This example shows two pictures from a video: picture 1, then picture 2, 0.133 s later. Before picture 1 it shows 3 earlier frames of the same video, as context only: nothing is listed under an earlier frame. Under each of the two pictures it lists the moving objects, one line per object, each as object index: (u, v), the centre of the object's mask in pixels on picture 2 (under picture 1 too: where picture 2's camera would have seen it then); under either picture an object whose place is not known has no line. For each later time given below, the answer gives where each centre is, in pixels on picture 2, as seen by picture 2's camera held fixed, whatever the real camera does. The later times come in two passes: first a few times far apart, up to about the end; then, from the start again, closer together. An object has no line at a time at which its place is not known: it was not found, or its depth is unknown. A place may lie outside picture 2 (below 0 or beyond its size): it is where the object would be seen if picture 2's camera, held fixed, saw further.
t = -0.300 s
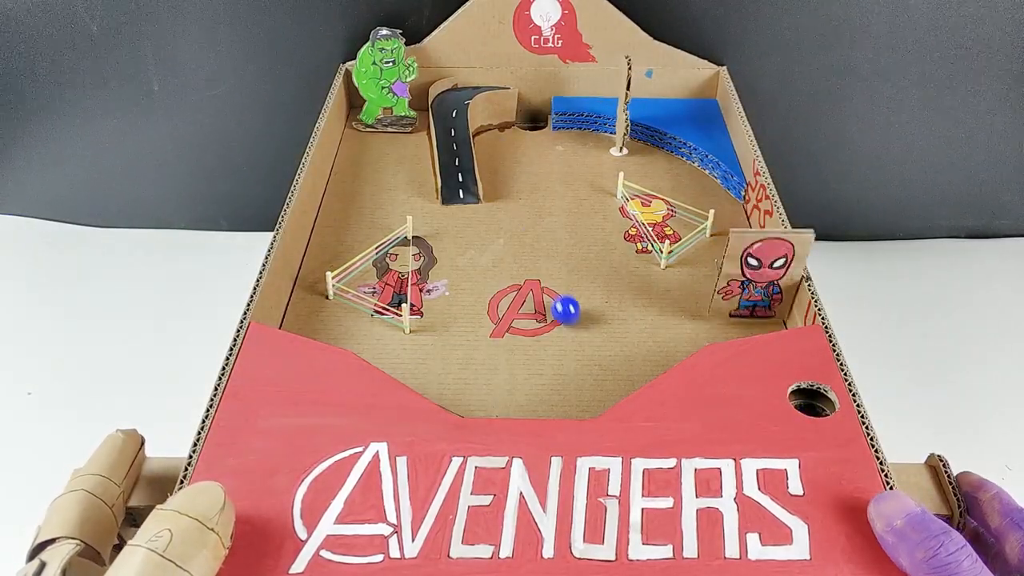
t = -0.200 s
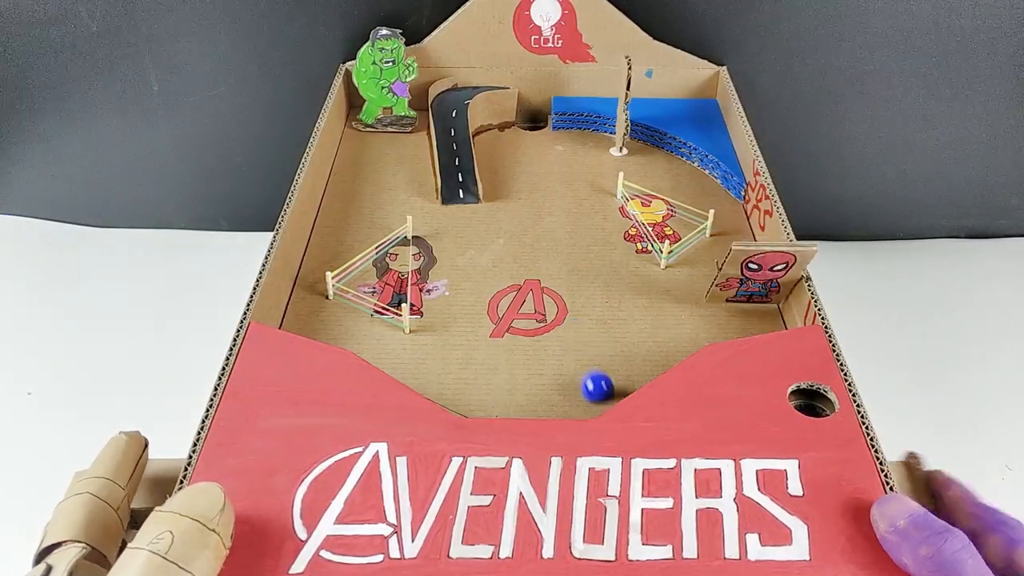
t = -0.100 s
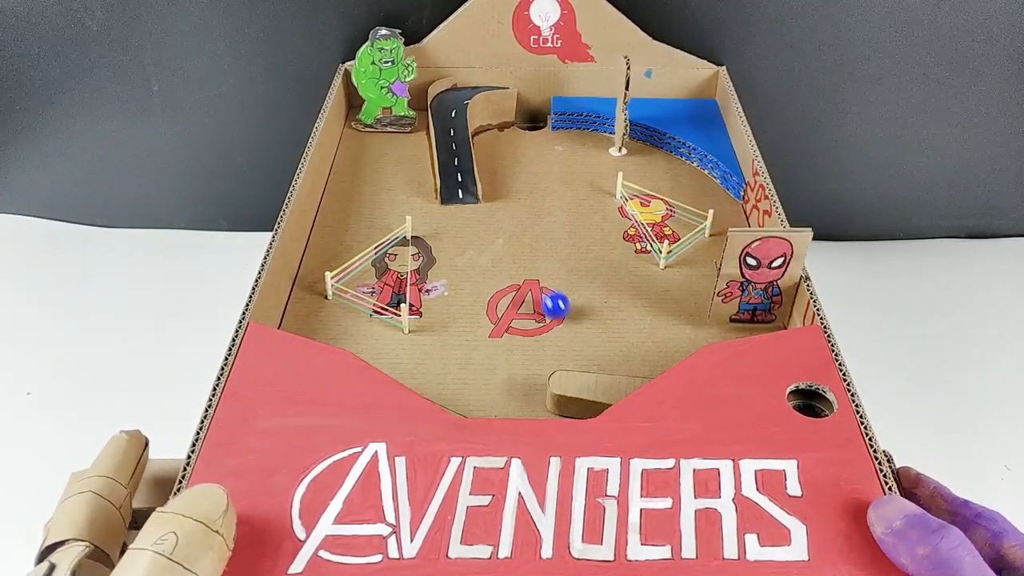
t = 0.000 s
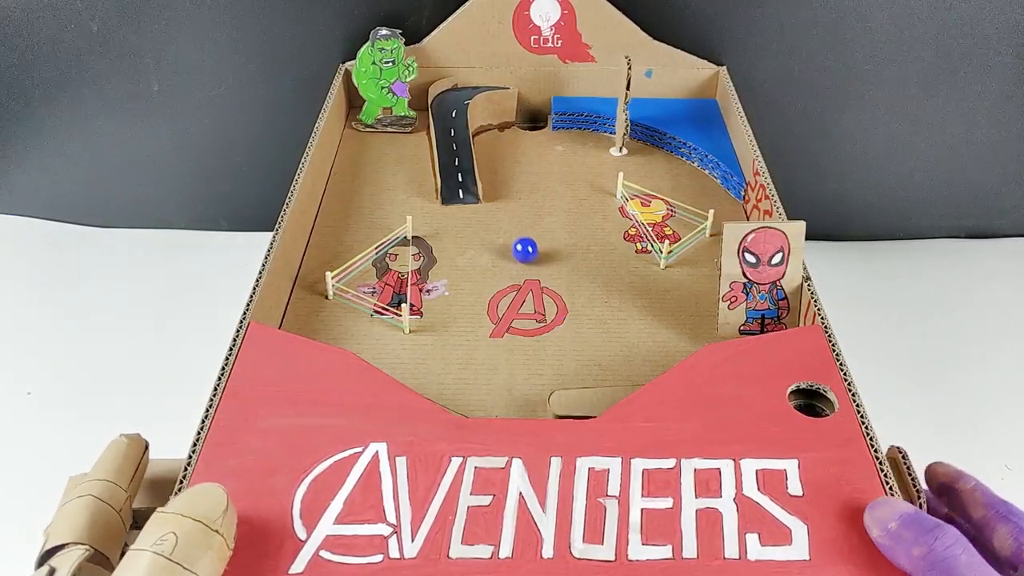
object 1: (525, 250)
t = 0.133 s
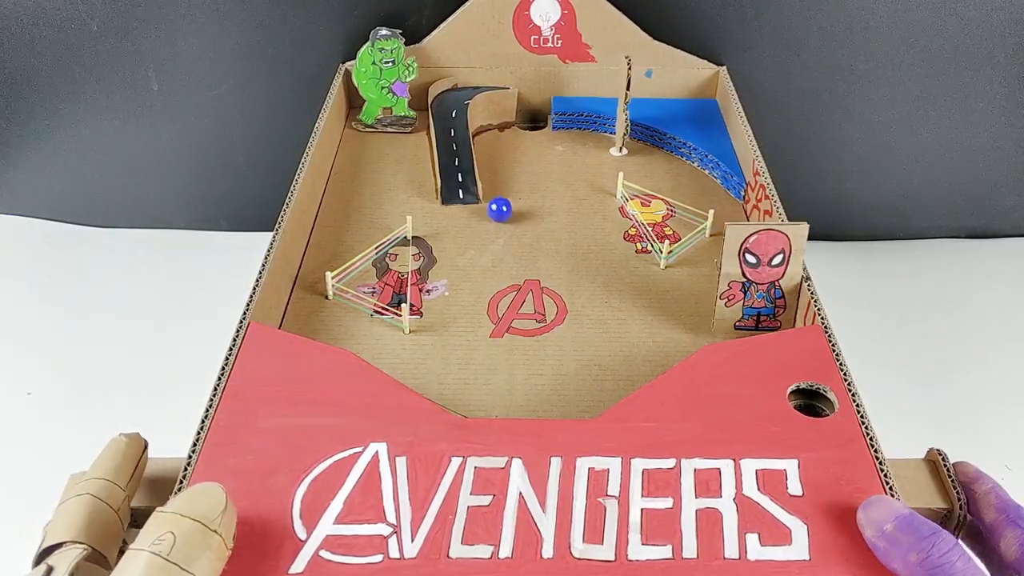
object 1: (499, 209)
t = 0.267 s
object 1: (510, 198)
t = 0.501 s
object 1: (567, 224)
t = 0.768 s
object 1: (651, 316)
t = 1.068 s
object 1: (621, 332)
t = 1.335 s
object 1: (549, 353)
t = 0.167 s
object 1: (494, 202)
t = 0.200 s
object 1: (494, 198)
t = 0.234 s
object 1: (502, 198)
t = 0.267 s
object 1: (510, 198)
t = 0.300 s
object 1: (518, 199)
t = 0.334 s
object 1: (525, 201)
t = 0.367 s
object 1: (533, 204)
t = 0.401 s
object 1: (541, 207)
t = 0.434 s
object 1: (549, 212)
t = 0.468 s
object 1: (558, 217)
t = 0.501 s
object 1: (567, 224)
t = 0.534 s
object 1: (576, 231)
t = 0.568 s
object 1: (585, 240)
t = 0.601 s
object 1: (595, 249)
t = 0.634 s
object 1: (605, 260)
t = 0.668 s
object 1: (616, 272)
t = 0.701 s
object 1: (627, 285)
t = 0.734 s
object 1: (639, 300)
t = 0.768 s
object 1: (651, 316)
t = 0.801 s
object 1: (665, 336)
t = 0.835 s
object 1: (677, 352)
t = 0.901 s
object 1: (672, 355)
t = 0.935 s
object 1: (661, 348)
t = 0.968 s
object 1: (651, 342)
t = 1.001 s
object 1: (641, 338)
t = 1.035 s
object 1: (631, 334)
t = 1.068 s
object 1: (621, 332)
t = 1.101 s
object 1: (611, 331)
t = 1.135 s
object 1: (602, 331)
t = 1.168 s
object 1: (593, 332)
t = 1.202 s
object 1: (584, 334)
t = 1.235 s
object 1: (575, 336)
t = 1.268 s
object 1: (566, 341)
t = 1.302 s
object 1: (558, 346)
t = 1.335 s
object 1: (549, 353)
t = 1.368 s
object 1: (541, 361)
